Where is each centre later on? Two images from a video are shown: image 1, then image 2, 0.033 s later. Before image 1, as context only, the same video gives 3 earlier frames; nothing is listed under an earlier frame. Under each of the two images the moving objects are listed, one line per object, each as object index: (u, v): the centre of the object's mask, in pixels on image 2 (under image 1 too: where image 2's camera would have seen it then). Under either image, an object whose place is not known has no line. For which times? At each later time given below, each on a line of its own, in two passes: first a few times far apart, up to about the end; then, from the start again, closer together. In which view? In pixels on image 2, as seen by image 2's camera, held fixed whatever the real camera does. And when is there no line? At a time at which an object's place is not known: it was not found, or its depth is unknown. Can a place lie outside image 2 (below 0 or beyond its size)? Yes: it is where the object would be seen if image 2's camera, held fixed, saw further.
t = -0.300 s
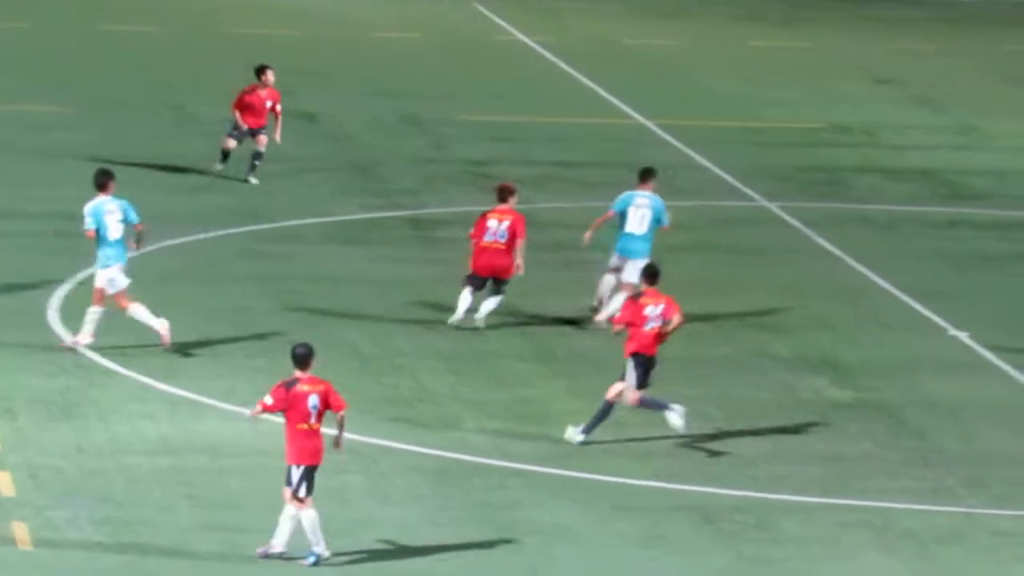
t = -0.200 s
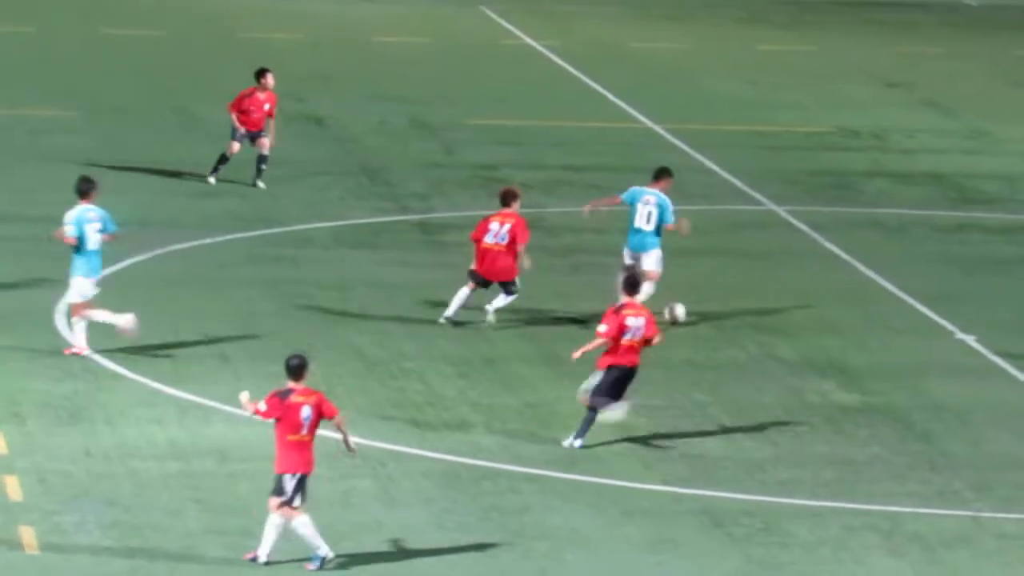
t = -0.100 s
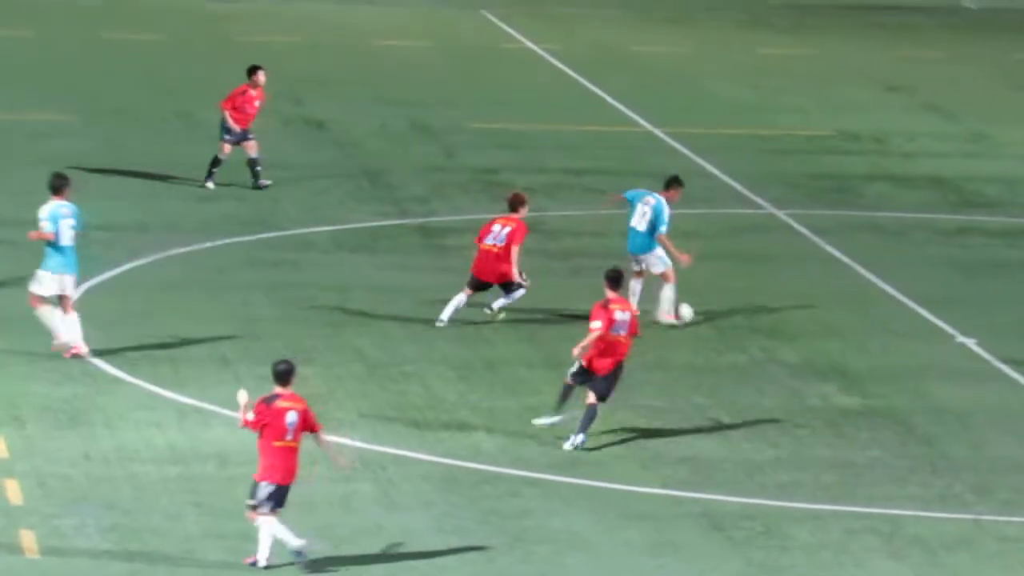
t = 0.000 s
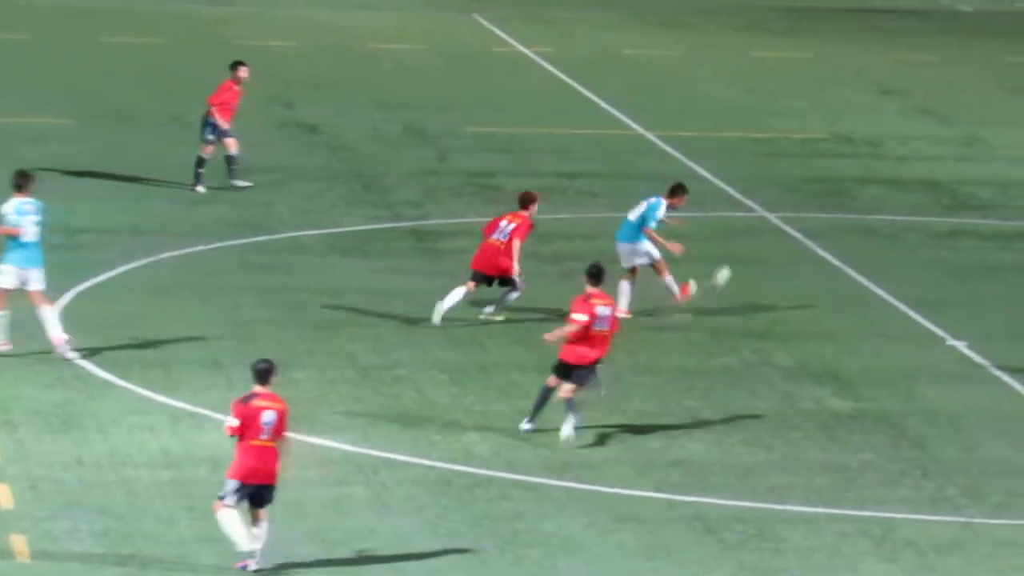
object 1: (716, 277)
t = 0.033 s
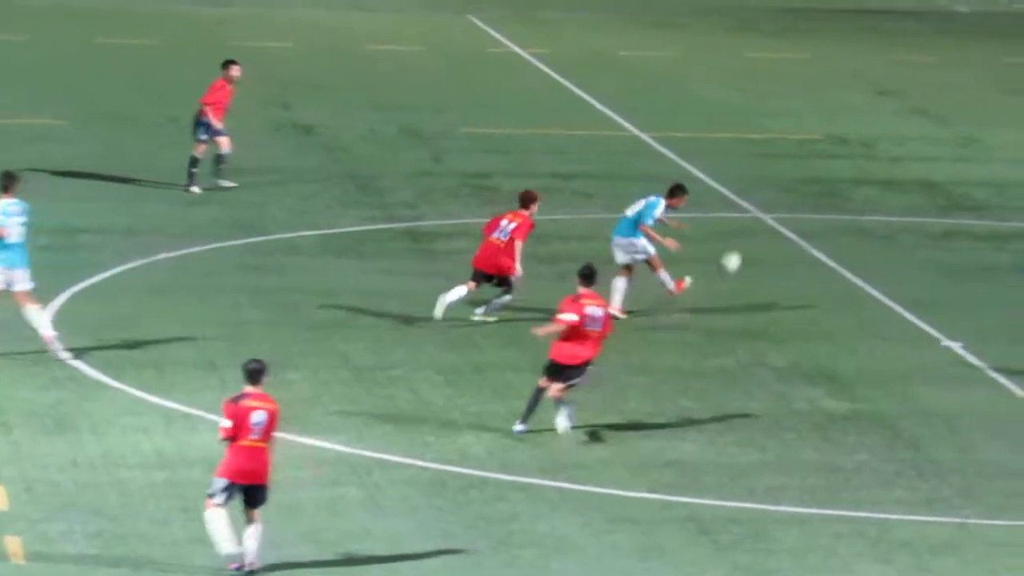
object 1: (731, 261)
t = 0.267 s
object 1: (831, 208)
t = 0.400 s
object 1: (884, 202)
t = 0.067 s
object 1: (743, 252)
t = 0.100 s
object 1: (758, 242)
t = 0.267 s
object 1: (831, 208)
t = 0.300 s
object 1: (845, 205)
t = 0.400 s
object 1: (884, 202)
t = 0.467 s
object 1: (907, 205)
